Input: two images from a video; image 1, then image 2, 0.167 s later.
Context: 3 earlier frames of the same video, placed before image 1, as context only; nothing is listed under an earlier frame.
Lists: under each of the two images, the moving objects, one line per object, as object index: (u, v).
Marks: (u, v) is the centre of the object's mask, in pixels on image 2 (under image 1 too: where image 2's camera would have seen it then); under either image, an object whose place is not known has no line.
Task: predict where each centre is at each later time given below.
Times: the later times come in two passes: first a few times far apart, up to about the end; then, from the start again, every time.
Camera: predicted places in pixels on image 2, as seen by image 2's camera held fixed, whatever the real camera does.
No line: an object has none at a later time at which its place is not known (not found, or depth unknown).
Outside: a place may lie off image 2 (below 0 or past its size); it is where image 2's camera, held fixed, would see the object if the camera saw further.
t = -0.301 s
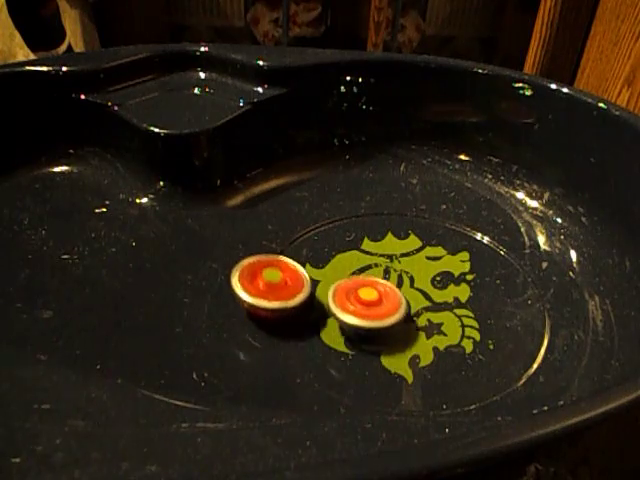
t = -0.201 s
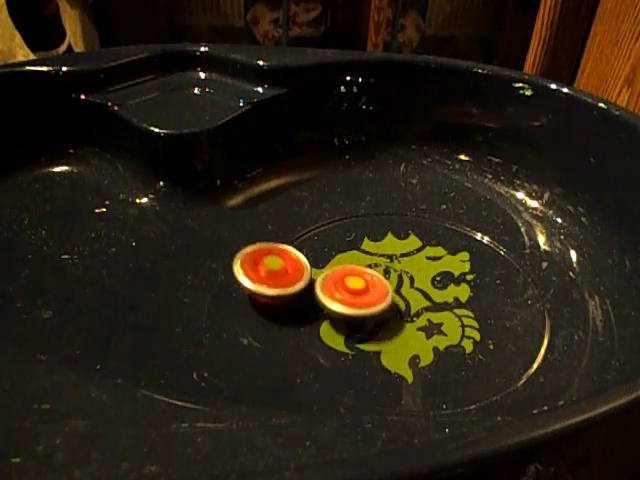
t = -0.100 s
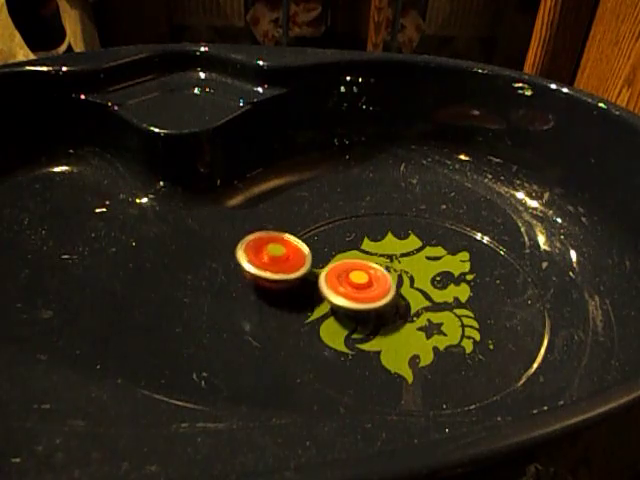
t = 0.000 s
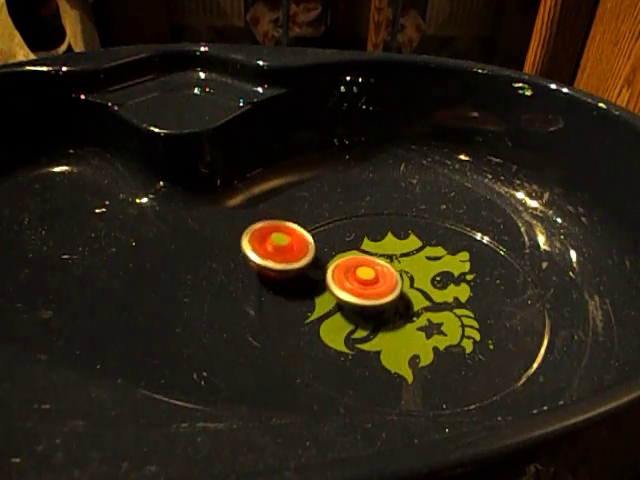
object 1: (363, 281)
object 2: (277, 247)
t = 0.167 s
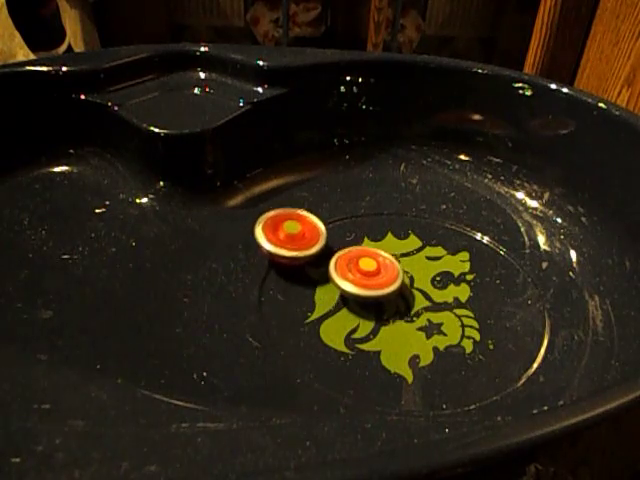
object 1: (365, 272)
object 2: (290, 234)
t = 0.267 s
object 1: (366, 266)
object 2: (296, 228)
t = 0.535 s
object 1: (388, 273)
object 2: (315, 222)
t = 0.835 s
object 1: (404, 265)
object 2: (334, 226)
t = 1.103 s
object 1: (425, 276)
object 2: (364, 235)
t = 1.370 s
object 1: (500, 309)
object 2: (333, 220)
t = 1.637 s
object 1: (508, 302)
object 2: (358, 264)
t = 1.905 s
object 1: (478, 309)
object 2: (392, 257)
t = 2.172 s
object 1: (419, 325)
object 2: (352, 258)
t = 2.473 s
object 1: (362, 353)
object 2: (366, 275)
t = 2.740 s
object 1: (352, 338)
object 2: (366, 253)
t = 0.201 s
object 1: (365, 270)
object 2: (291, 232)
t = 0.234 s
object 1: (366, 268)
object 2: (294, 229)
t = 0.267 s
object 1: (366, 266)
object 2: (296, 228)
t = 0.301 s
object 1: (366, 265)
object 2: (299, 227)
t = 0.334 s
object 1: (365, 264)
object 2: (301, 225)
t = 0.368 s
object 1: (365, 262)
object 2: (304, 225)
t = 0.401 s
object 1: (365, 262)
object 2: (308, 225)
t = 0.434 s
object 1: (370, 265)
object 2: (307, 221)
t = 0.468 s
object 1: (377, 269)
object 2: (307, 219)
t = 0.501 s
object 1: (383, 272)
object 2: (311, 221)
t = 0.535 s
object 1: (388, 273)
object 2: (315, 222)
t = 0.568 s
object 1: (392, 273)
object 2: (317, 223)
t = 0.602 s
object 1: (396, 272)
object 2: (318, 223)
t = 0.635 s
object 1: (398, 272)
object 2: (320, 221)
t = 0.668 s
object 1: (400, 271)
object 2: (322, 221)
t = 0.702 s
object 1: (401, 270)
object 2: (323, 221)
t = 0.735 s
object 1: (402, 268)
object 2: (324, 221)
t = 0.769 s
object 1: (403, 267)
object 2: (327, 222)
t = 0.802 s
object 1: (404, 266)
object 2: (330, 224)
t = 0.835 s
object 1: (404, 265)
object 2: (334, 226)
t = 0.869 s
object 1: (403, 264)
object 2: (340, 228)
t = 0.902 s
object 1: (405, 266)
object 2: (344, 230)
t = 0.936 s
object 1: (409, 269)
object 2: (346, 230)
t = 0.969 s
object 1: (414, 272)
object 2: (349, 230)
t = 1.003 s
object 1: (417, 274)
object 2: (352, 231)
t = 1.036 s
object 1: (421, 275)
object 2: (355, 232)
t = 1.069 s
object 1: (424, 275)
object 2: (359, 233)
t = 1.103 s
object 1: (425, 276)
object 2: (364, 235)
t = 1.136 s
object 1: (427, 276)
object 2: (368, 236)
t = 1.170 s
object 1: (439, 284)
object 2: (364, 231)
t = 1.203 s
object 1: (454, 292)
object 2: (359, 225)
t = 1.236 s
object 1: (466, 298)
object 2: (354, 221)
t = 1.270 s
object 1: (476, 302)
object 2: (348, 219)
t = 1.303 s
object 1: (484, 305)
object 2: (343, 218)
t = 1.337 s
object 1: (492, 307)
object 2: (338, 218)
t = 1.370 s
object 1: (500, 309)
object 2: (333, 220)
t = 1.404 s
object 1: (507, 310)
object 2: (330, 222)
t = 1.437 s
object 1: (513, 311)
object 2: (327, 226)
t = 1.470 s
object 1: (518, 311)
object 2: (327, 231)
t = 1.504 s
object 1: (521, 310)
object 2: (328, 237)
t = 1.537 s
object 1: (522, 308)
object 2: (332, 244)
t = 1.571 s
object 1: (519, 306)
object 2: (338, 251)
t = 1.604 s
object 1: (514, 304)
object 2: (347, 257)
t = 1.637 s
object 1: (508, 302)
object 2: (358, 264)
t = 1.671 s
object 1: (502, 301)
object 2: (369, 268)
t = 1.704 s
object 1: (495, 299)
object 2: (383, 272)
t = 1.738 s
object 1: (485, 297)
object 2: (397, 275)
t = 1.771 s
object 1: (483, 299)
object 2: (402, 274)
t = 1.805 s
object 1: (486, 303)
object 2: (400, 269)
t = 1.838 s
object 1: (485, 306)
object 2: (398, 265)
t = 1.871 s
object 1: (482, 307)
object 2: (395, 260)
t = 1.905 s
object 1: (478, 309)
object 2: (392, 257)
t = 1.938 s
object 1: (473, 310)
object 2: (387, 255)
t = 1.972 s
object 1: (466, 311)
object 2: (382, 253)
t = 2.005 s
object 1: (459, 313)
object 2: (377, 252)
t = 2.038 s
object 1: (452, 315)
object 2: (372, 251)
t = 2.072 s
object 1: (445, 317)
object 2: (366, 252)
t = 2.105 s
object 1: (436, 320)
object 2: (362, 253)
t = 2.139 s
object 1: (427, 322)
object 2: (357, 255)
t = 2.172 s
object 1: (419, 325)
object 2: (352, 258)
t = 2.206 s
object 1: (411, 327)
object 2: (350, 261)
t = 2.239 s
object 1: (403, 330)
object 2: (348, 265)
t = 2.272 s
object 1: (395, 332)
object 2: (348, 269)
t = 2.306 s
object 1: (388, 335)
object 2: (349, 273)
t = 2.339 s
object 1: (381, 336)
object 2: (352, 278)
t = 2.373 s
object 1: (375, 339)
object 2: (356, 280)
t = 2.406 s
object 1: (370, 345)
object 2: (359, 279)
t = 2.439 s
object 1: (366, 350)
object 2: (362, 277)
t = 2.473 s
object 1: (362, 353)
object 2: (366, 275)
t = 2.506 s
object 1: (360, 355)
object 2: (368, 271)
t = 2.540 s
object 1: (358, 356)
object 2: (369, 268)
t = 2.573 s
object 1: (356, 356)
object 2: (370, 265)
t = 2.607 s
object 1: (355, 355)
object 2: (371, 262)
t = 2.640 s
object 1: (354, 352)
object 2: (370, 258)
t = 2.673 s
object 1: (353, 348)
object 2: (370, 256)
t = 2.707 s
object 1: (353, 343)
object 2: (368, 254)
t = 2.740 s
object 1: (352, 338)
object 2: (366, 253)
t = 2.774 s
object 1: (350, 333)
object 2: (365, 252)
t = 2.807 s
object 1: (347, 327)
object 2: (363, 251)
